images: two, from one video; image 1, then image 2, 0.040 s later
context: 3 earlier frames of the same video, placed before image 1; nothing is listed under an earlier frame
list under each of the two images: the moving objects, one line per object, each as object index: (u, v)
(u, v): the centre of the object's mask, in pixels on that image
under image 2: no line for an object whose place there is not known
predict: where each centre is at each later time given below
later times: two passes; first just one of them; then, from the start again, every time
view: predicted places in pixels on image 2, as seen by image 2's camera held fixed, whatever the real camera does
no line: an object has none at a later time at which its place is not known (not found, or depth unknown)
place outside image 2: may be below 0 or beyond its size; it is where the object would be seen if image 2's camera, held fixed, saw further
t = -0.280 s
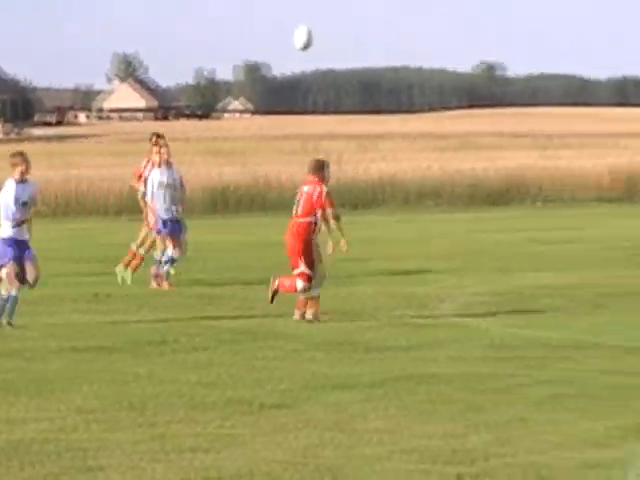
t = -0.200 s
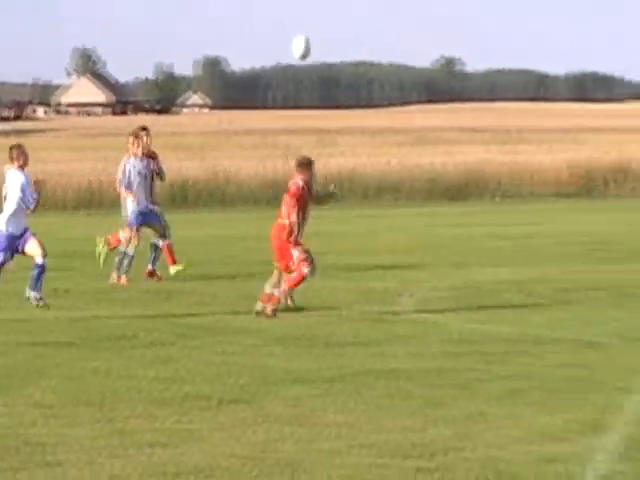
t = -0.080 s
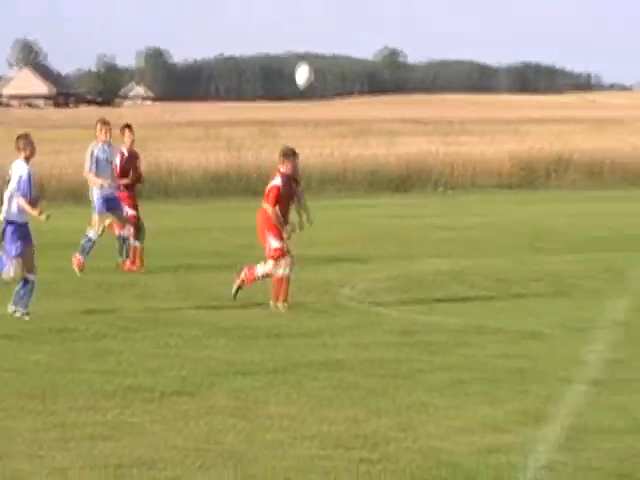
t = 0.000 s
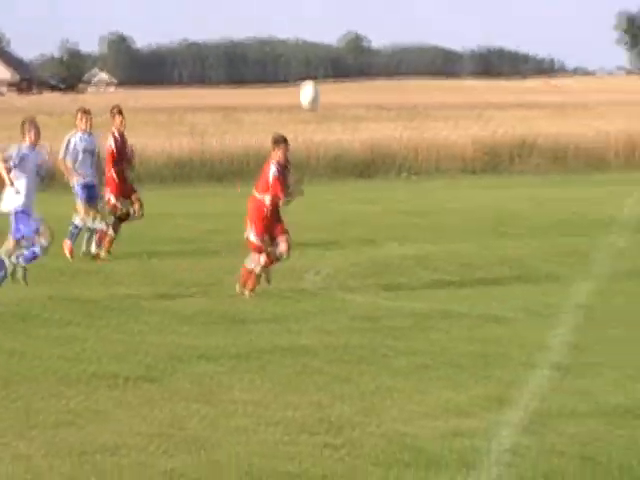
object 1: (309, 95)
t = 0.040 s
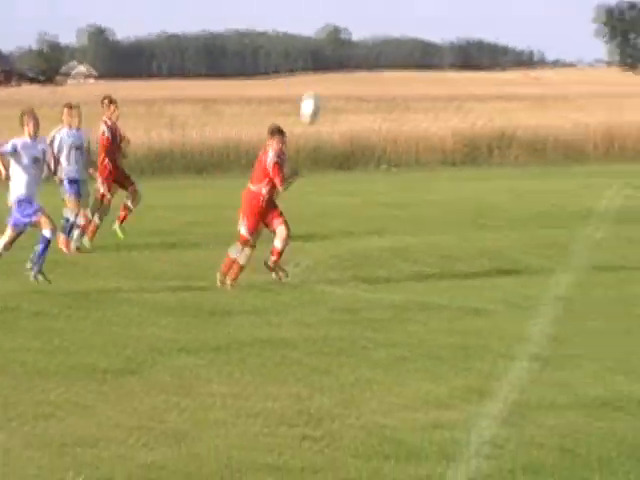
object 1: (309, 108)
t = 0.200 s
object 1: (393, 209)
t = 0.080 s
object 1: (329, 130)
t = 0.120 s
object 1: (350, 154)
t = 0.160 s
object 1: (372, 181)
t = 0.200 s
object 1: (393, 209)
